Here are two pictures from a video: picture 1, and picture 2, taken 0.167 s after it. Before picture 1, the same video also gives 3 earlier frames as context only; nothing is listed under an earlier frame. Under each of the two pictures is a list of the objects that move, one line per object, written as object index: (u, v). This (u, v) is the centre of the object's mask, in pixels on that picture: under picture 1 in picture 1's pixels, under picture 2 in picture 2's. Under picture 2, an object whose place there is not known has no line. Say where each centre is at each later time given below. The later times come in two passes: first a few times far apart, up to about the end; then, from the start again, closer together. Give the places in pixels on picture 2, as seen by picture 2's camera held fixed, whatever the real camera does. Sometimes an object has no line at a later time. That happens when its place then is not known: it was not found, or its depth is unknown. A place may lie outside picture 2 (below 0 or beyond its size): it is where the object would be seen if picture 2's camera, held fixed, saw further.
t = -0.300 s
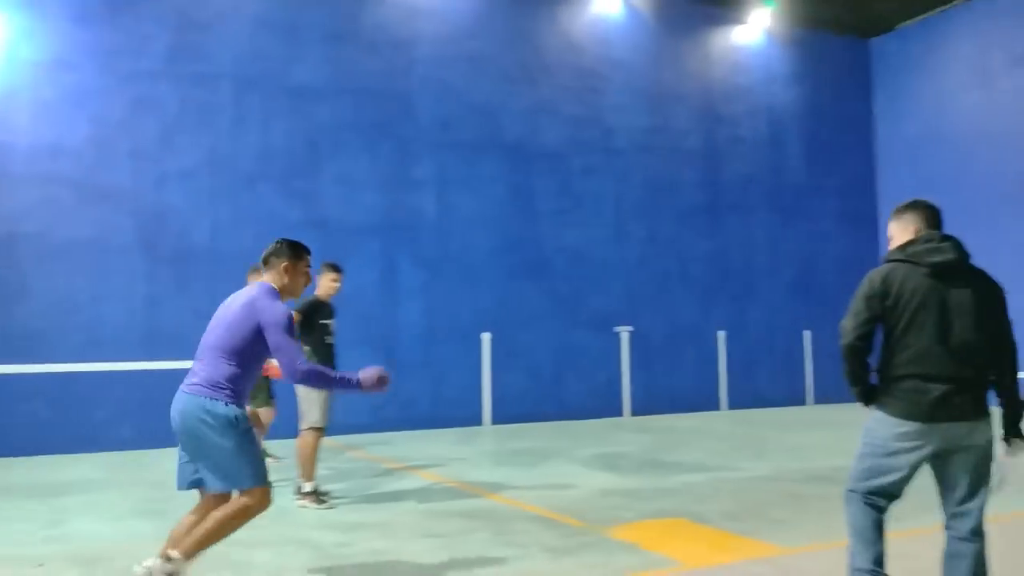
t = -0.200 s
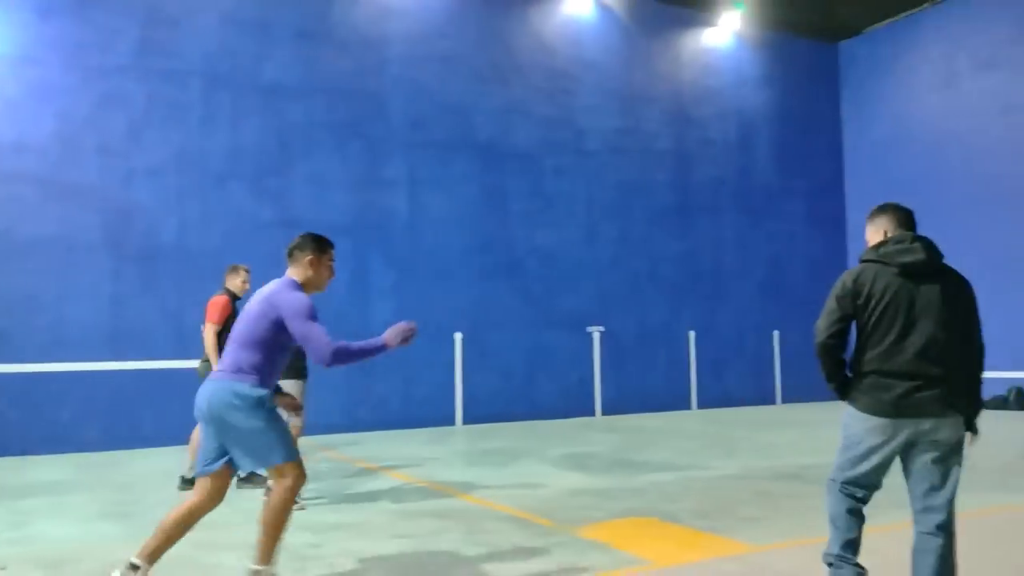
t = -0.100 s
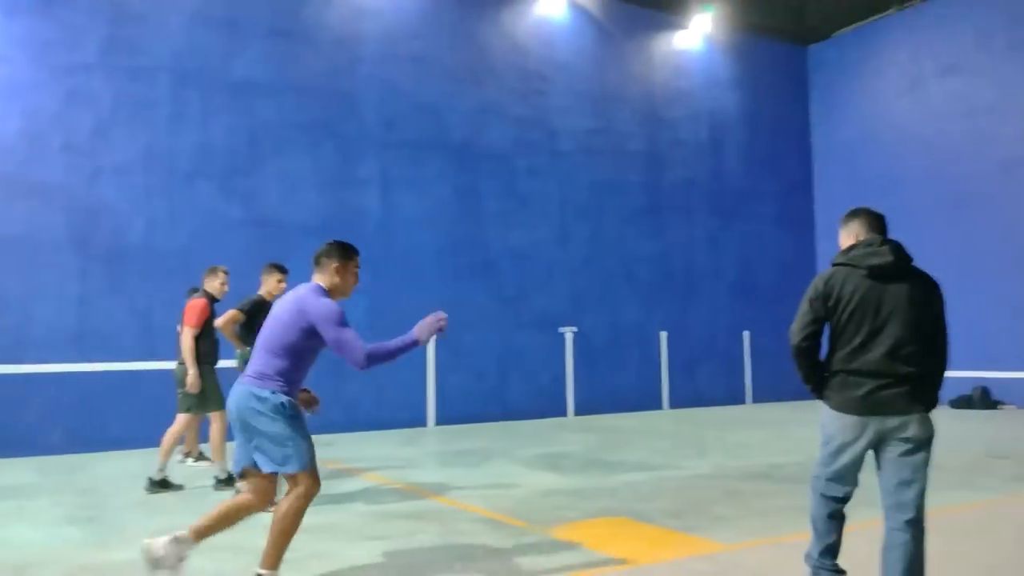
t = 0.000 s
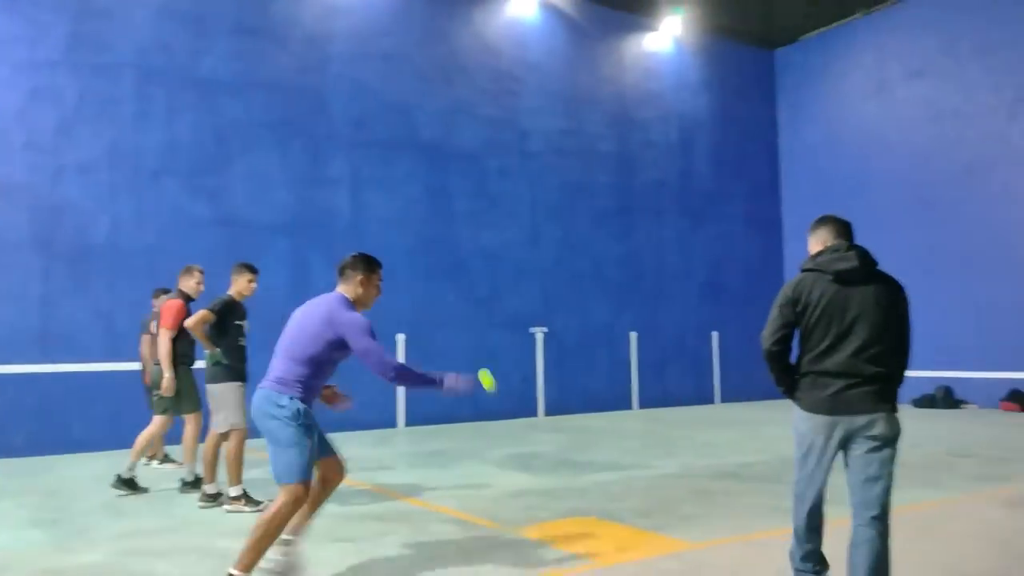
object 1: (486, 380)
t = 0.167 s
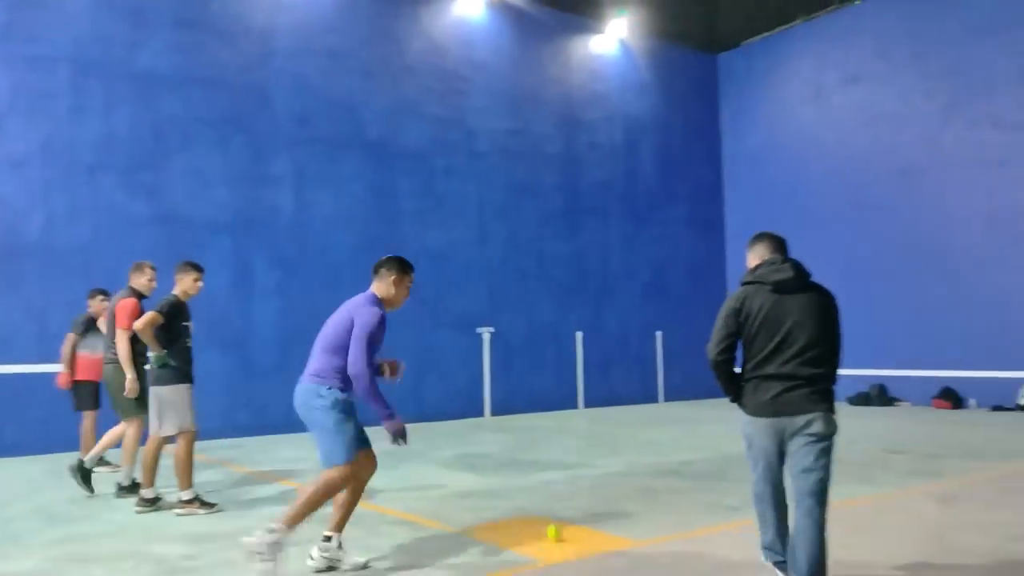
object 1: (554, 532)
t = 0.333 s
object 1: (581, 403)
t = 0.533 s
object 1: (610, 329)
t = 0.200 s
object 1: (559, 503)
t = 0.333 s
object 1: (581, 403)
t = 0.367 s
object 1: (586, 386)
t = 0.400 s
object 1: (591, 370)
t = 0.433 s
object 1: (598, 351)
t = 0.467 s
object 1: (601, 345)
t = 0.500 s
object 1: (606, 336)
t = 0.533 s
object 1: (610, 329)
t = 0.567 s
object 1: (615, 323)
